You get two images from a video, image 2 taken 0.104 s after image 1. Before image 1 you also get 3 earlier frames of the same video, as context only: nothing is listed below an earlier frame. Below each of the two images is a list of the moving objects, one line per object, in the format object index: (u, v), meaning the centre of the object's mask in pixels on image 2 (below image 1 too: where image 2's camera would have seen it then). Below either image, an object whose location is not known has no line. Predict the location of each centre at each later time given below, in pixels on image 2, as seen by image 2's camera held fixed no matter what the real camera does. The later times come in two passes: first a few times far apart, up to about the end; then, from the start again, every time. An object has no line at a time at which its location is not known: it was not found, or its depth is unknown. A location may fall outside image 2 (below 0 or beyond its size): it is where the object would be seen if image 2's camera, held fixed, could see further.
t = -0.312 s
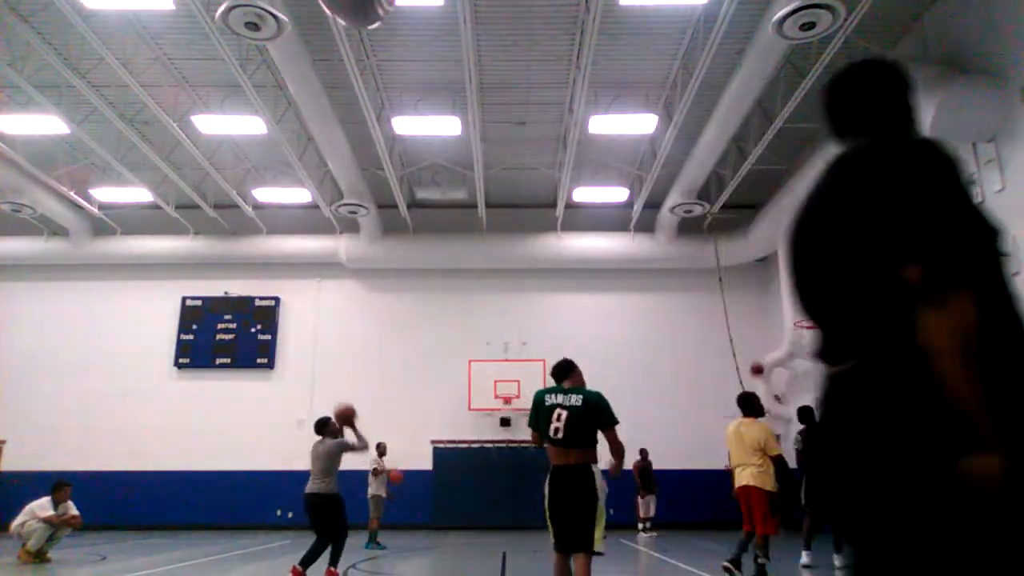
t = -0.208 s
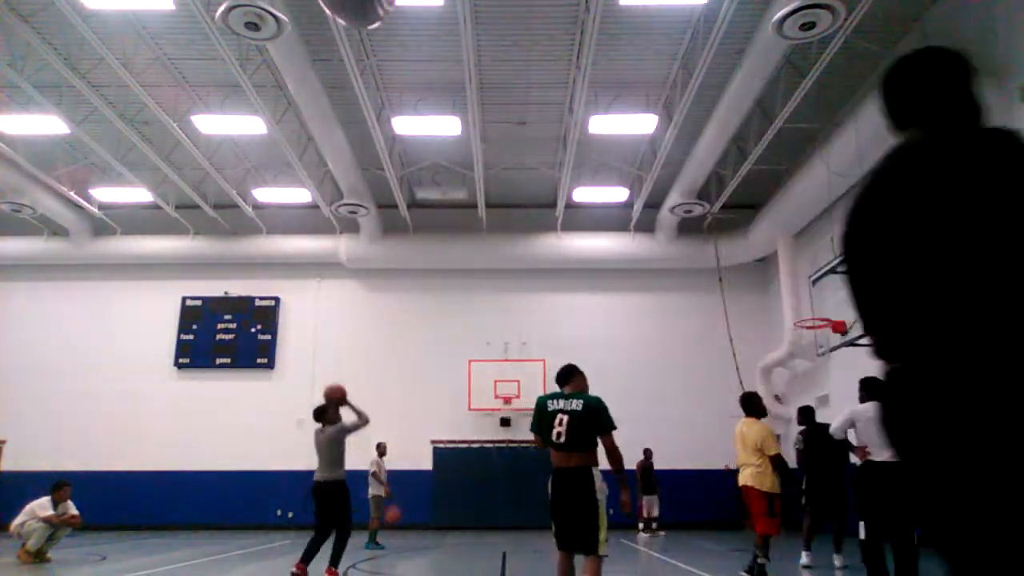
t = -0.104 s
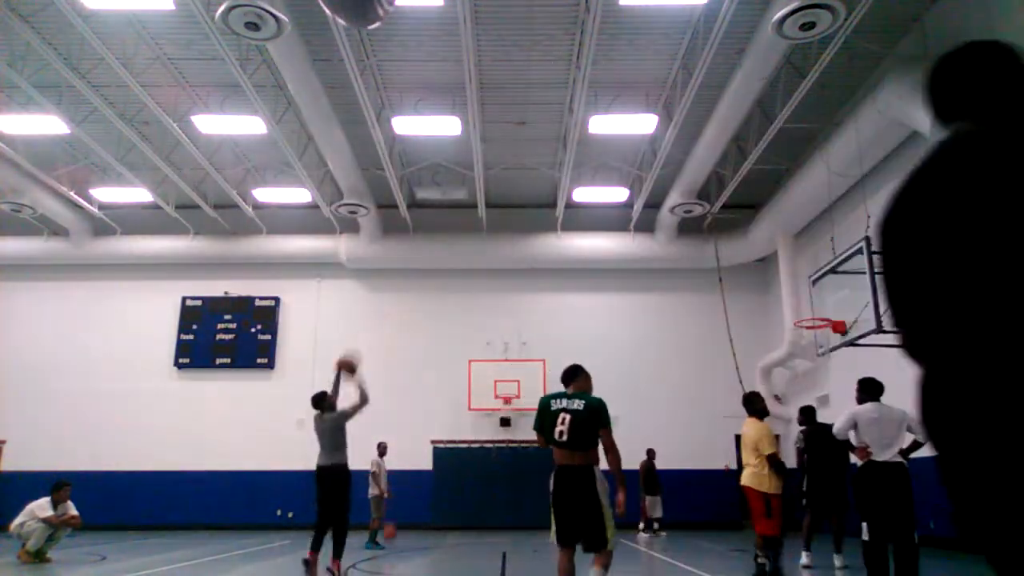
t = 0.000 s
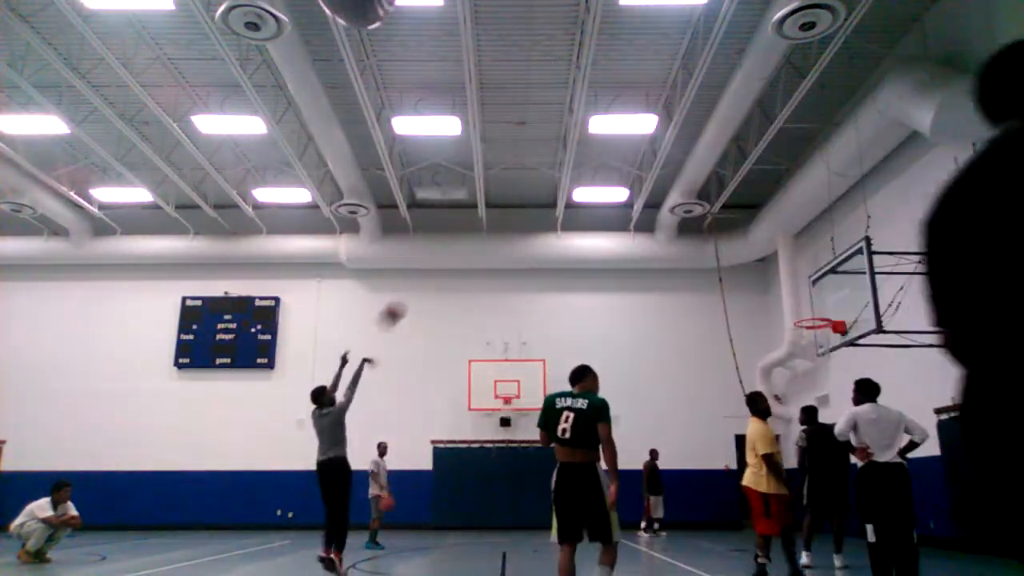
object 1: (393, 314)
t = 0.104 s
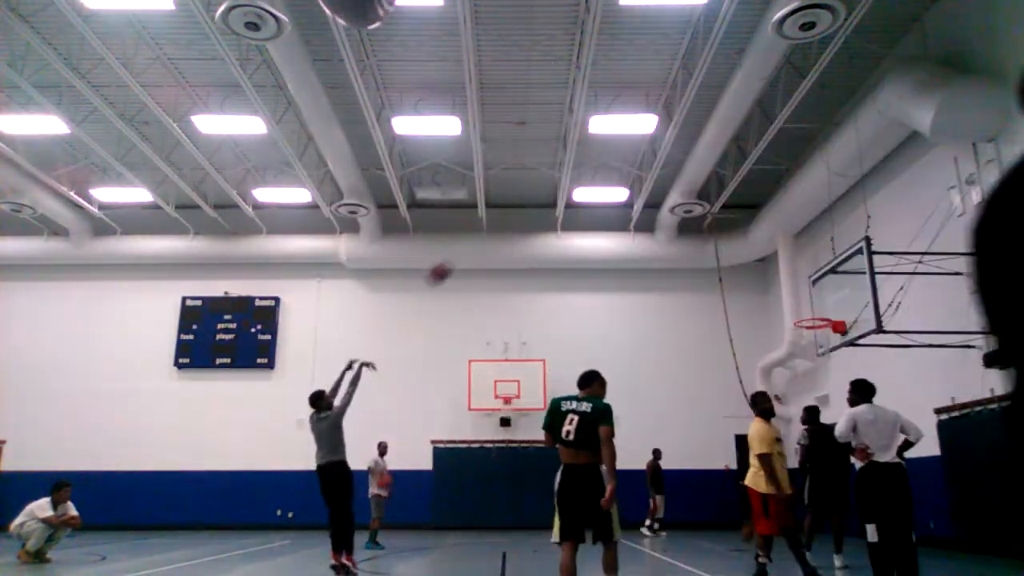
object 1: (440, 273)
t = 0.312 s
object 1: (524, 221)
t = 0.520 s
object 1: (601, 203)
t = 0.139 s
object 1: (454, 262)
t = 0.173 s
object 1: (469, 251)
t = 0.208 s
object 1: (483, 242)
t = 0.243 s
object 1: (497, 232)
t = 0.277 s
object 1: (512, 226)
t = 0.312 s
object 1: (524, 221)
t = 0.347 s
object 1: (536, 214)
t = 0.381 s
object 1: (548, 210)
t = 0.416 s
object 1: (562, 206)
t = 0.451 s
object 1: (572, 206)
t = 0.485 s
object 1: (584, 204)
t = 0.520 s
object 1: (601, 203)
